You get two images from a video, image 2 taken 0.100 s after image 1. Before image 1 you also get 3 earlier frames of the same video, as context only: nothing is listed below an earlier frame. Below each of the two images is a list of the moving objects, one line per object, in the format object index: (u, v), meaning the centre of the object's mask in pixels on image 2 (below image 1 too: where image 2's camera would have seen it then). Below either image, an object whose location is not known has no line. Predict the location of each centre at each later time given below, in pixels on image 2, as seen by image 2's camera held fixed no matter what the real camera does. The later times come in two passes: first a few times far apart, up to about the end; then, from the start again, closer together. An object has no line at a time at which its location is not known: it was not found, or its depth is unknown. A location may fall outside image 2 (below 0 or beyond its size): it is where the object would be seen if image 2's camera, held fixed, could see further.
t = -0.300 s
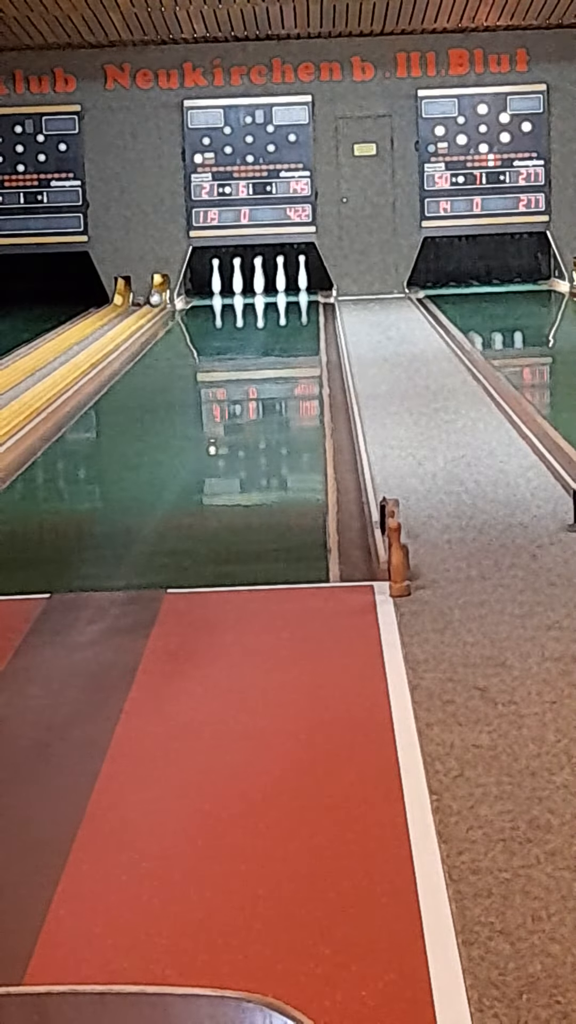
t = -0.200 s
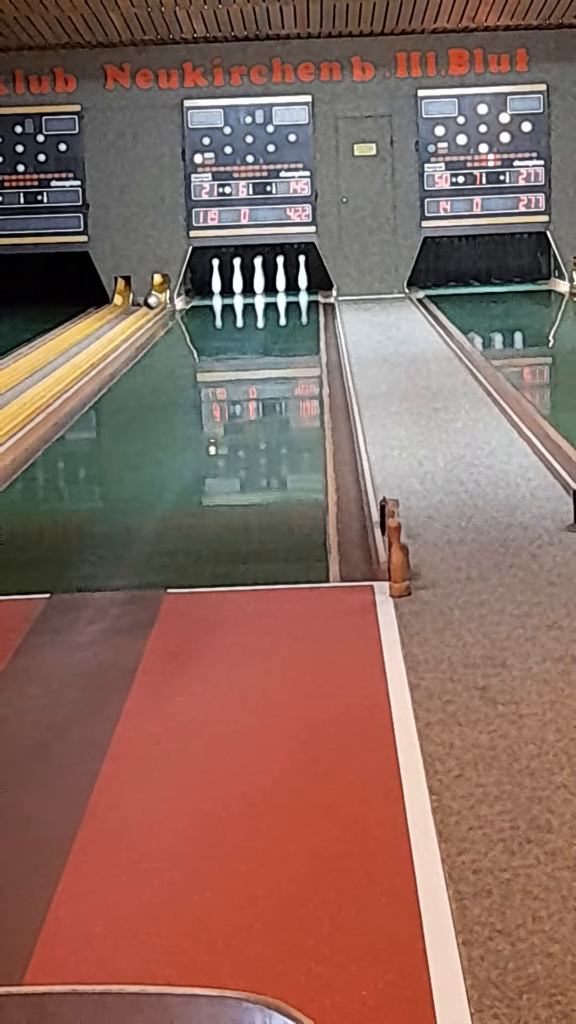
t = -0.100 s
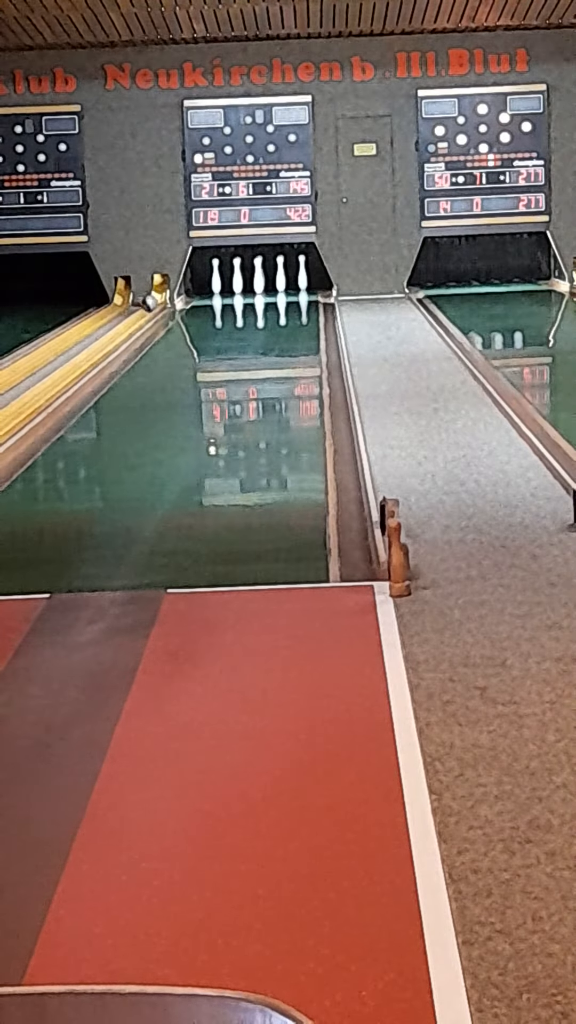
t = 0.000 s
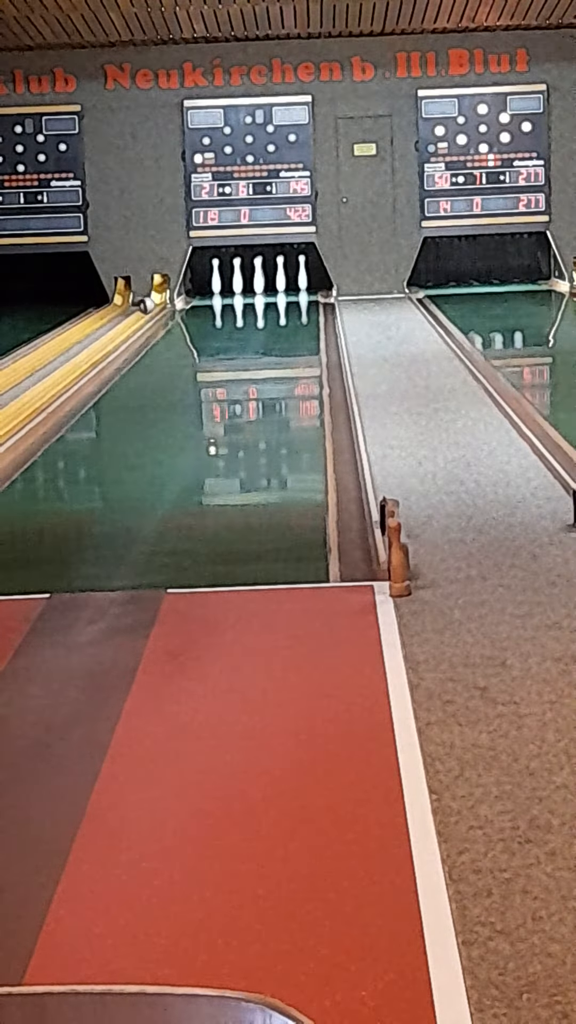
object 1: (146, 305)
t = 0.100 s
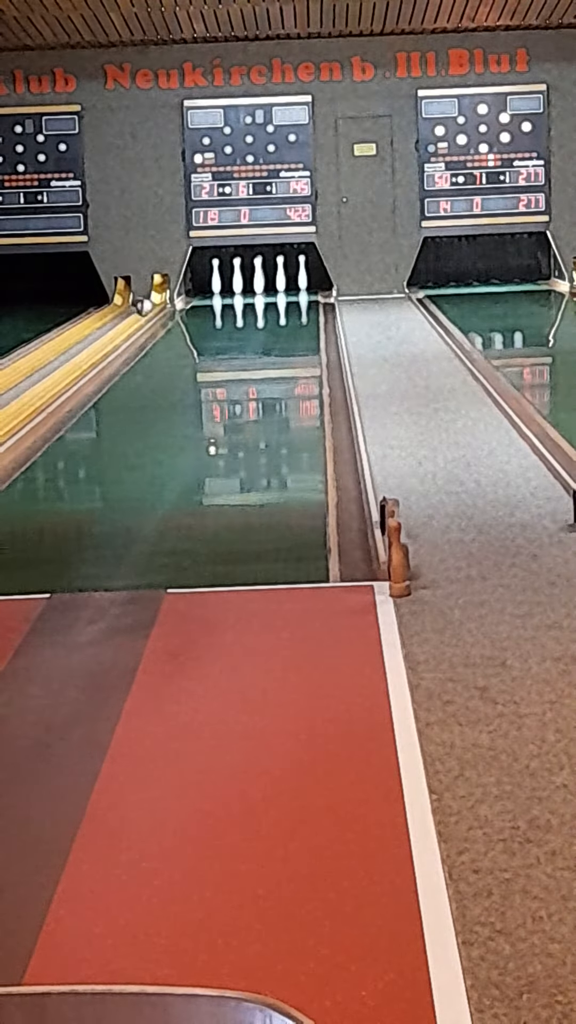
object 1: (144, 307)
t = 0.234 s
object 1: (139, 310)
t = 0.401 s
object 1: (134, 314)
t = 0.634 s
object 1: (126, 320)
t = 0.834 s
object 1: (118, 326)
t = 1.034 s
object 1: (111, 331)
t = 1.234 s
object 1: (102, 338)
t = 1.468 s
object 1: (91, 346)
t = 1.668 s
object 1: (80, 354)
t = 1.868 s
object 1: (70, 362)
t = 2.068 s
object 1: (57, 371)
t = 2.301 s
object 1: (41, 383)
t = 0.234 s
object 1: (139, 310)
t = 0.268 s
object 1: (138, 311)
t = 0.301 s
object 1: (138, 312)
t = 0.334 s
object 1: (137, 312)
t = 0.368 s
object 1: (135, 313)
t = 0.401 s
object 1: (134, 314)
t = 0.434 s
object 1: (133, 314)
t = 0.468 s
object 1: (132, 315)
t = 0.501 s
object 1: (131, 316)
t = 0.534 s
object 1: (131, 317)
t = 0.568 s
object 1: (129, 318)
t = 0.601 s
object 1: (127, 319)
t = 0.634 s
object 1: (126, 320)
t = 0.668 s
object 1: (125, 321)
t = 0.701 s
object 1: (124, 322)
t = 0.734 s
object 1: (122, 323)
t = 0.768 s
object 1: (122, 324)
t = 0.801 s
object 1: (120, 325)
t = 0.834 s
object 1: (118, 326)
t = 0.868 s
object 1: (117, 327)
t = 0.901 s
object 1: (117, 328)
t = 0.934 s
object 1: (115, 328)
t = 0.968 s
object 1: (113, 329)
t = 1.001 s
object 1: (112, 330)
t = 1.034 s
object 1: (111, 331)
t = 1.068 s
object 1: (109, 332)
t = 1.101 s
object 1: (108, 334)
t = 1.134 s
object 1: (106, 334)
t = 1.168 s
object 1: (105, 335)
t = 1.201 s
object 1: (103, 337)
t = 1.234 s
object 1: (102, 338)
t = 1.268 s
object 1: (100, 339)
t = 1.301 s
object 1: (99, 340)
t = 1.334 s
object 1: (97, 341)
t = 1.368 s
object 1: (96, 343)
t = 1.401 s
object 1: (94, 344)
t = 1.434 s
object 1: (93, 345)
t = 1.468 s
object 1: (91, 346)
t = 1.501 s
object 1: (89, 347)
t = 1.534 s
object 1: (87, 349)
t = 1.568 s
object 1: (86, 350)
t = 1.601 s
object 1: (84, 351)
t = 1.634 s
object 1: (82, 352)
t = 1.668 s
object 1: (80, 354)
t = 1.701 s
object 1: (79, 355)
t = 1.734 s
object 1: (77, 357)
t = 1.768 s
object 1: (75, 357)
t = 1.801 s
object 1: (73, 359)
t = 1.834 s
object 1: (72, 361)
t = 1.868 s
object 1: (70, 362)
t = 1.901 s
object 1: (67, 363)
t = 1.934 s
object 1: (65, 365)
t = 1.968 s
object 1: (63, 366)
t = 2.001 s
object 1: (61, 368)
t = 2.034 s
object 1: (59, 369)
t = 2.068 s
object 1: (57, 371)
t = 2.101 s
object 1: (55, 372)
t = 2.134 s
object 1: (53, 374)
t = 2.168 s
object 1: (50, 376)
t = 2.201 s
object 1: (48, 377)
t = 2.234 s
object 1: (45, 379)
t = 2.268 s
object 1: (44, 381)
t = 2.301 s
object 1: (41, 383)
